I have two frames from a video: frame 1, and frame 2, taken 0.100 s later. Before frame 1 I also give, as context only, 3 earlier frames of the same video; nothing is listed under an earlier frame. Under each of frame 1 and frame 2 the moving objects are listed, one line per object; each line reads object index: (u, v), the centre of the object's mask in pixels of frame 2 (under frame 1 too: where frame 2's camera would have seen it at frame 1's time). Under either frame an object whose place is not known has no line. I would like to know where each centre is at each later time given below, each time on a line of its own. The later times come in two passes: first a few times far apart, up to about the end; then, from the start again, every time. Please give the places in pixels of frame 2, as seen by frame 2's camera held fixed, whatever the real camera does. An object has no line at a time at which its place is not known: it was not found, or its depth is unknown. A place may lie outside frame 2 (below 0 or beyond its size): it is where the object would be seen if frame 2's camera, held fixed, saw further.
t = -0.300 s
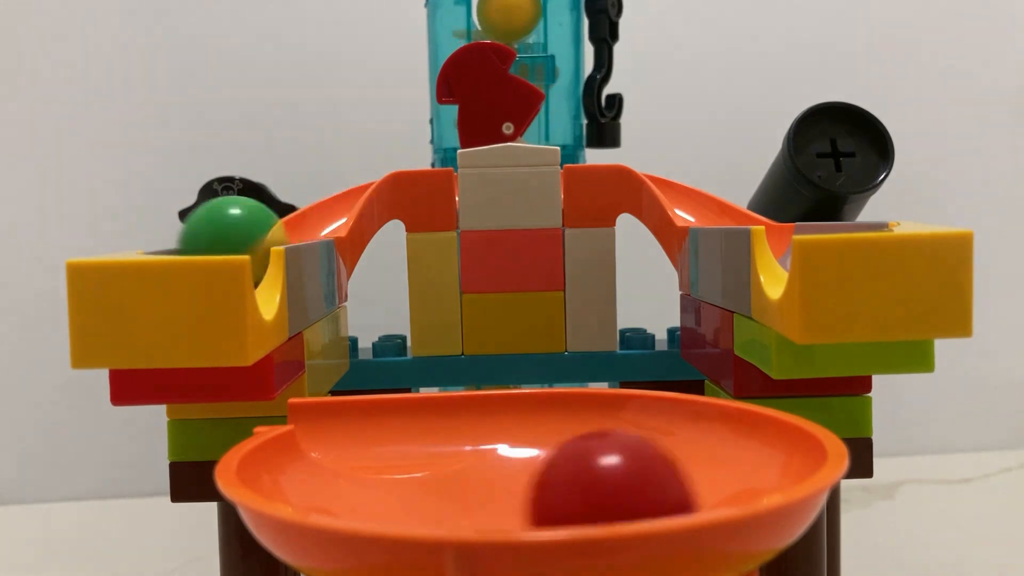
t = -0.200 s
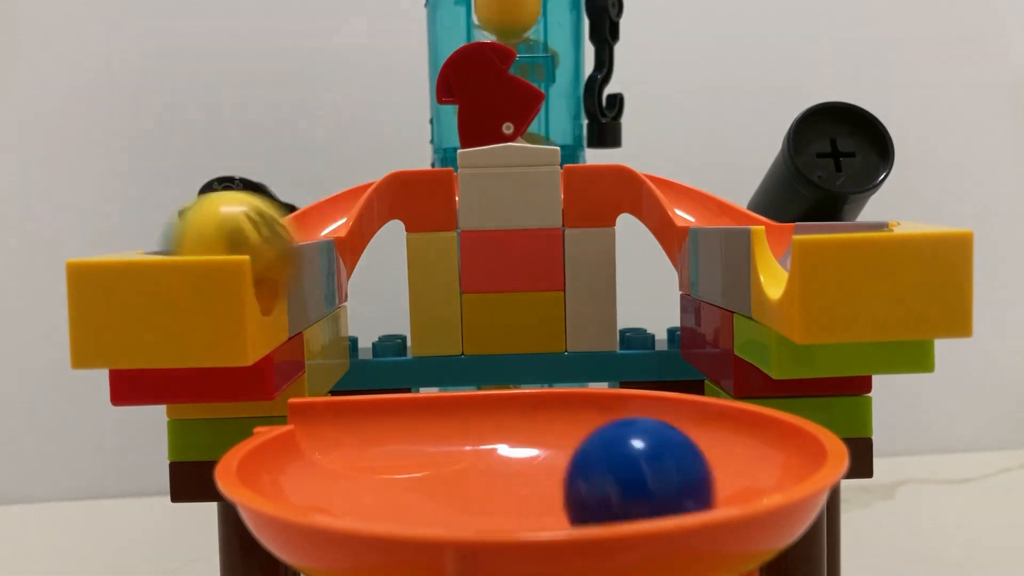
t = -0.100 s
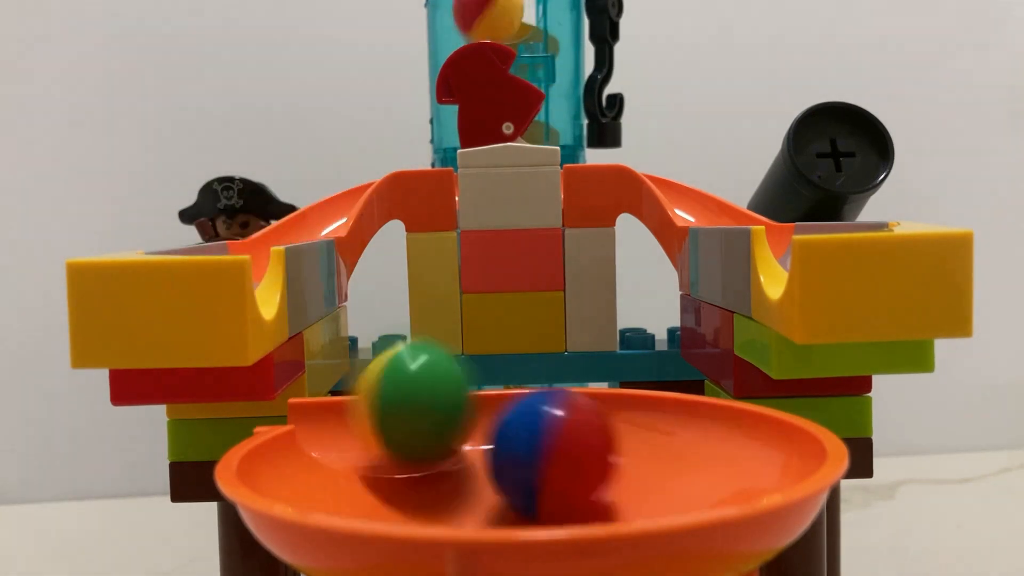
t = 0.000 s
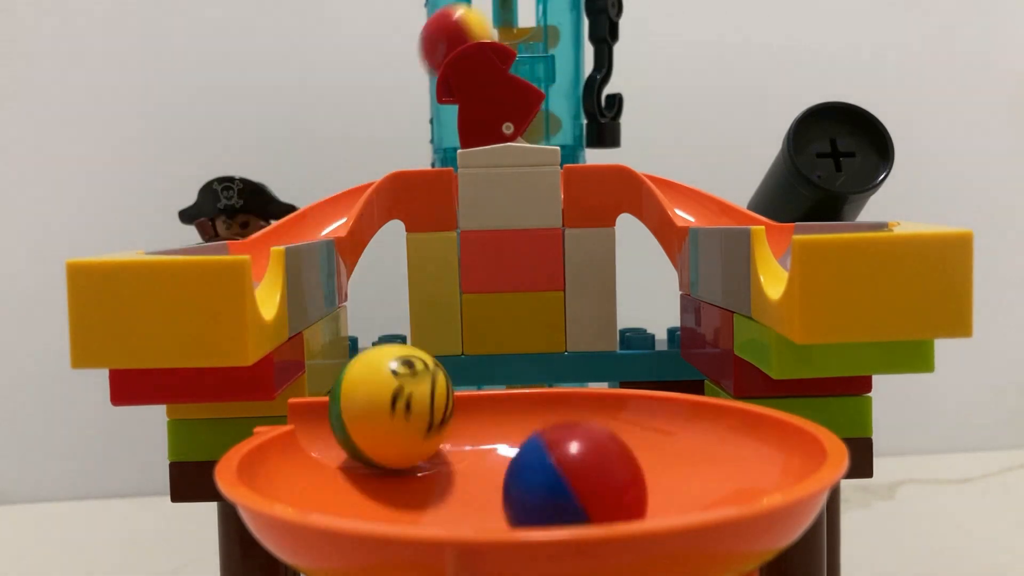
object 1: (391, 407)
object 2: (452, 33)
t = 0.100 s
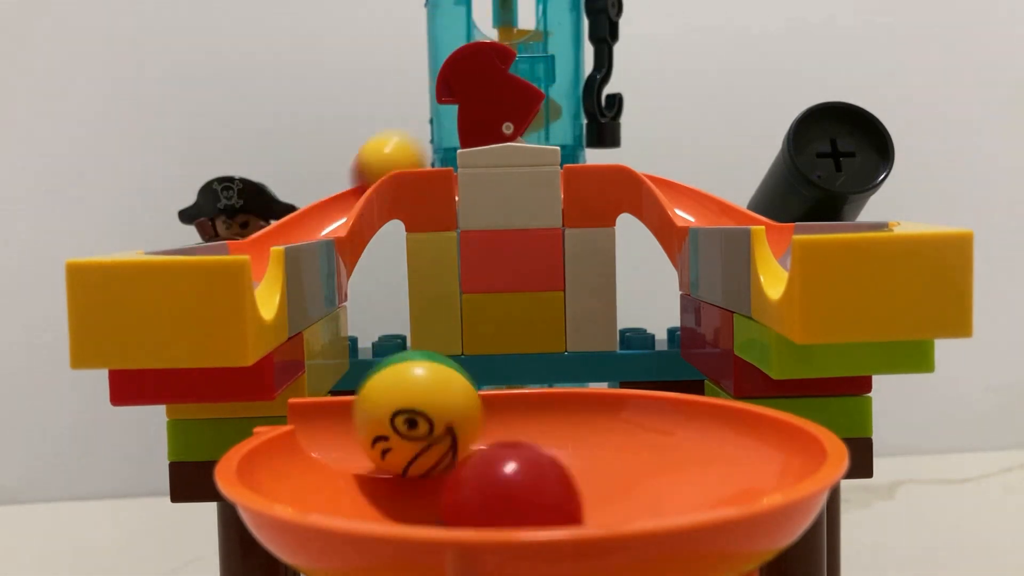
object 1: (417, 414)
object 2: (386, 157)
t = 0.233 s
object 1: (486, 444)
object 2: (284, 228)
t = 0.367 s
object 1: (577, 485)
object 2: (235, 227)
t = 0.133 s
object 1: (434, 420)
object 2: (359, 171)
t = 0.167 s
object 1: (456, 441)
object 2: (334, 191)
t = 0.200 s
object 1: (475, 447)
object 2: (308, 209)
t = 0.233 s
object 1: (486, 444)
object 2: (284, 228)
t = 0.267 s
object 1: (507, 458)
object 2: (275, 229)
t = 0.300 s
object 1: (530, 468)
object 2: (263, 230)
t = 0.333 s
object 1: (557, 477)
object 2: (250, 227)
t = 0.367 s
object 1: (577, 485)
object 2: (235, 227)
